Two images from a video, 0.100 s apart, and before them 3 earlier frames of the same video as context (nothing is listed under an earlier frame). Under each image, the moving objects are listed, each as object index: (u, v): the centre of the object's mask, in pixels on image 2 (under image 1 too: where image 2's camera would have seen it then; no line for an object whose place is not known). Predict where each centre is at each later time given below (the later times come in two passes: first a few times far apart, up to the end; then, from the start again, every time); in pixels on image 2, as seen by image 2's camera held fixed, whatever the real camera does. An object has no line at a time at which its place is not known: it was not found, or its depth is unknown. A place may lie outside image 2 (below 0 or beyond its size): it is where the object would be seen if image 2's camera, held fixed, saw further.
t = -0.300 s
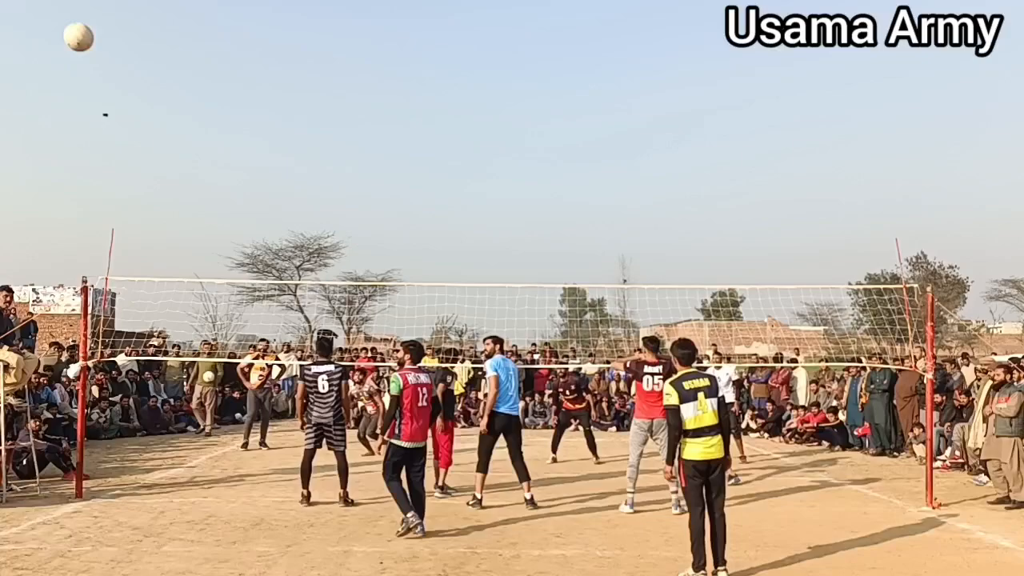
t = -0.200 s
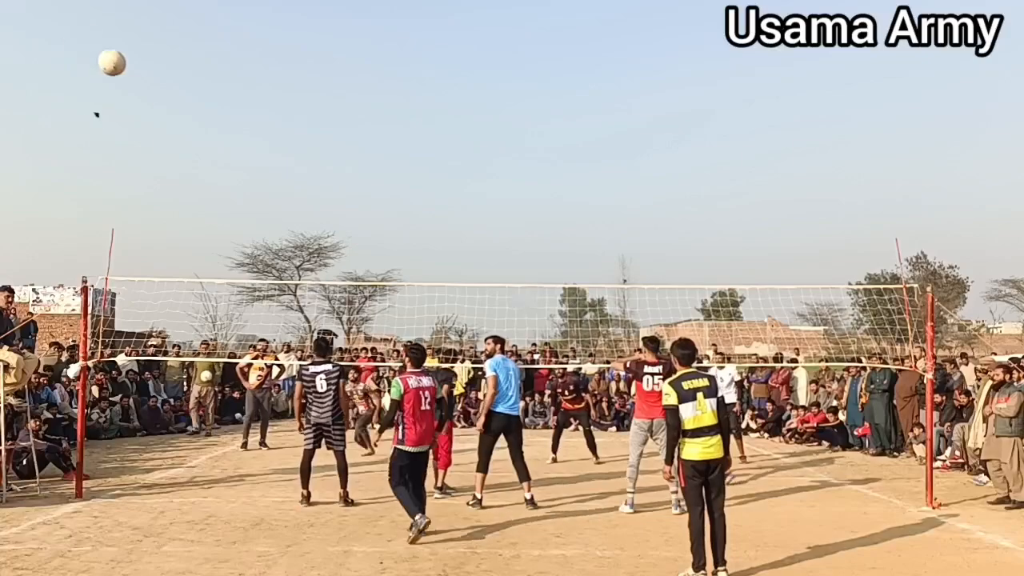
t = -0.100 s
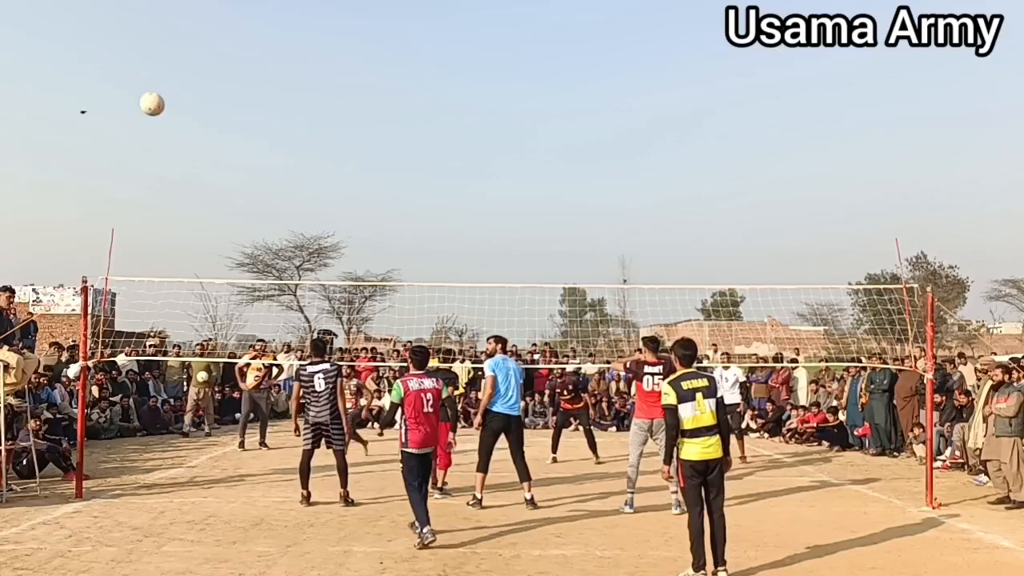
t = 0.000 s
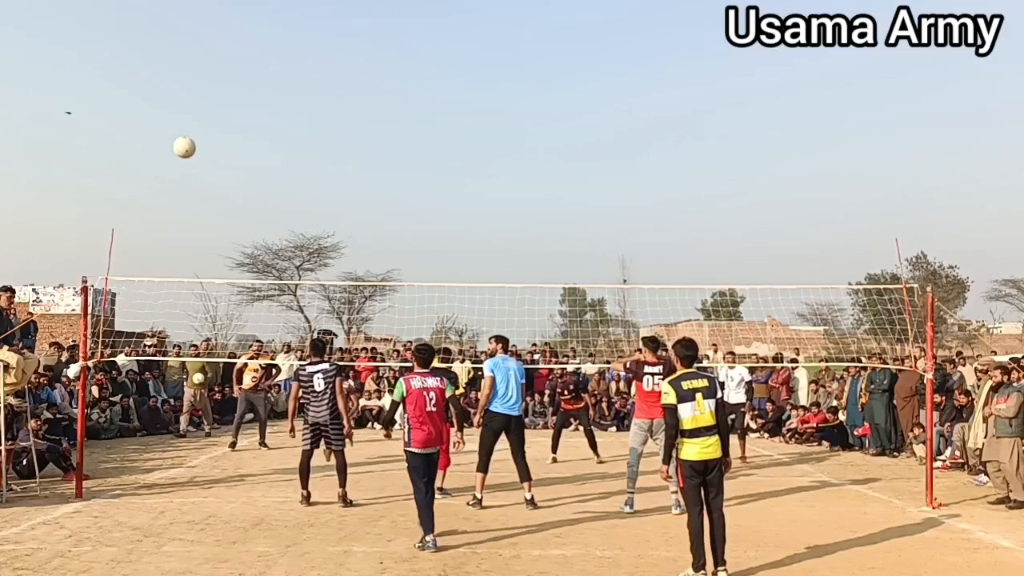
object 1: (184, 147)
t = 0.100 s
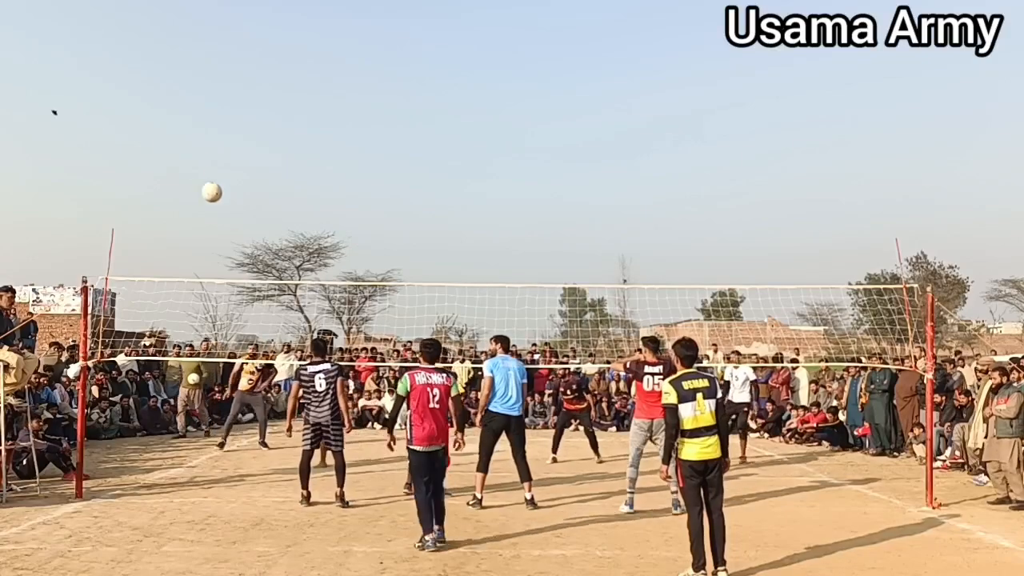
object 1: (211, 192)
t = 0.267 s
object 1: (247, 271)
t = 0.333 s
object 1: (258, 304)
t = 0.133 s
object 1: (219, 208)
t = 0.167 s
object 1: (227, 224)
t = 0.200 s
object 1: (234, 240)
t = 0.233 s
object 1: (240, 255)
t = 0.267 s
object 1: (247, 271)
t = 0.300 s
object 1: (251, 288)
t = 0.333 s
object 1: (258, 304)
